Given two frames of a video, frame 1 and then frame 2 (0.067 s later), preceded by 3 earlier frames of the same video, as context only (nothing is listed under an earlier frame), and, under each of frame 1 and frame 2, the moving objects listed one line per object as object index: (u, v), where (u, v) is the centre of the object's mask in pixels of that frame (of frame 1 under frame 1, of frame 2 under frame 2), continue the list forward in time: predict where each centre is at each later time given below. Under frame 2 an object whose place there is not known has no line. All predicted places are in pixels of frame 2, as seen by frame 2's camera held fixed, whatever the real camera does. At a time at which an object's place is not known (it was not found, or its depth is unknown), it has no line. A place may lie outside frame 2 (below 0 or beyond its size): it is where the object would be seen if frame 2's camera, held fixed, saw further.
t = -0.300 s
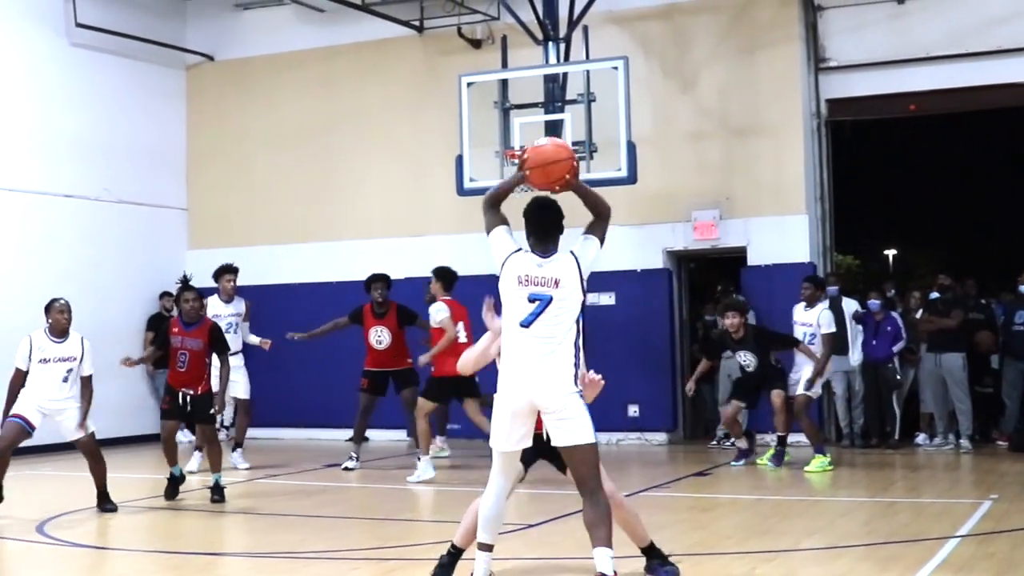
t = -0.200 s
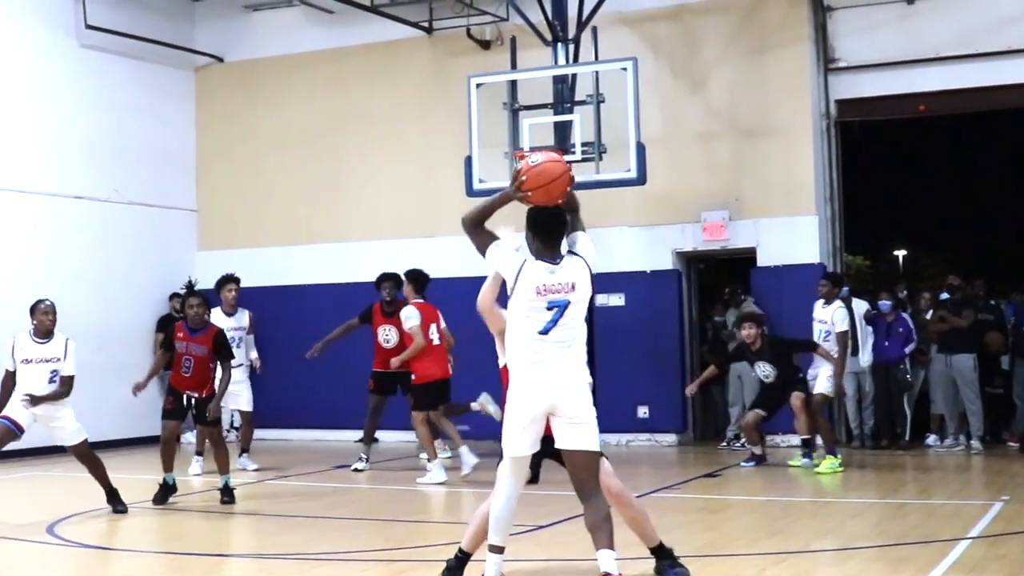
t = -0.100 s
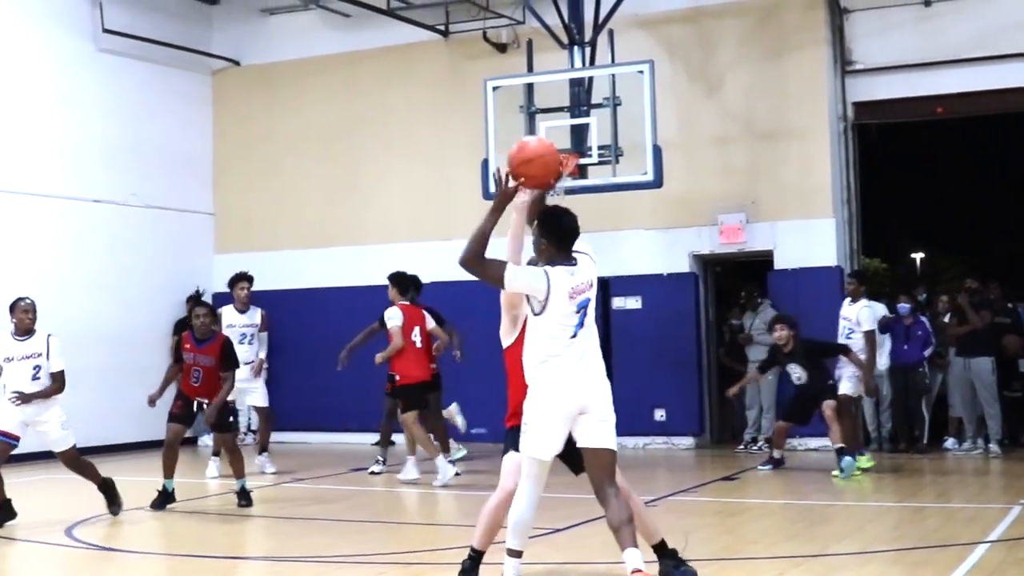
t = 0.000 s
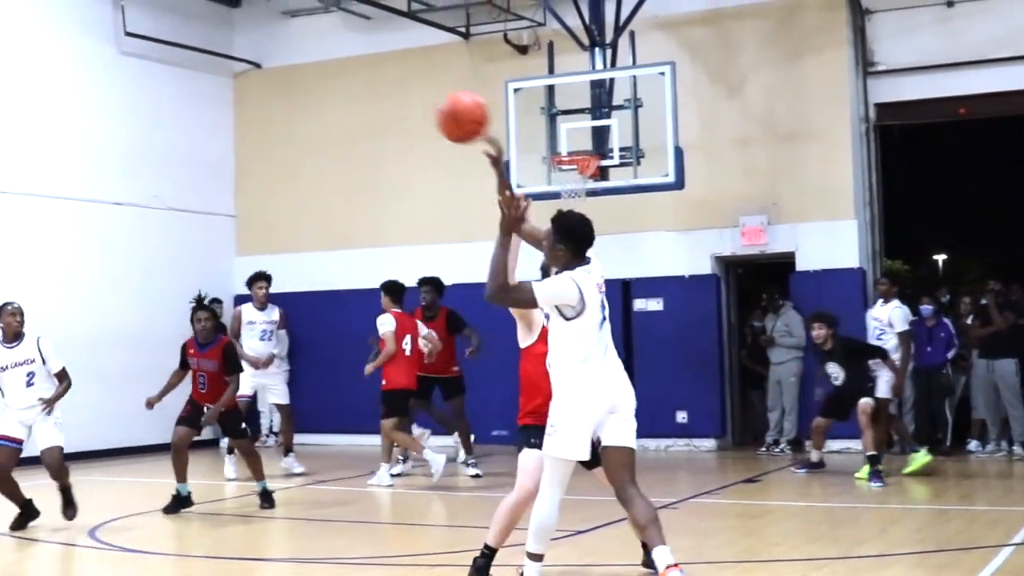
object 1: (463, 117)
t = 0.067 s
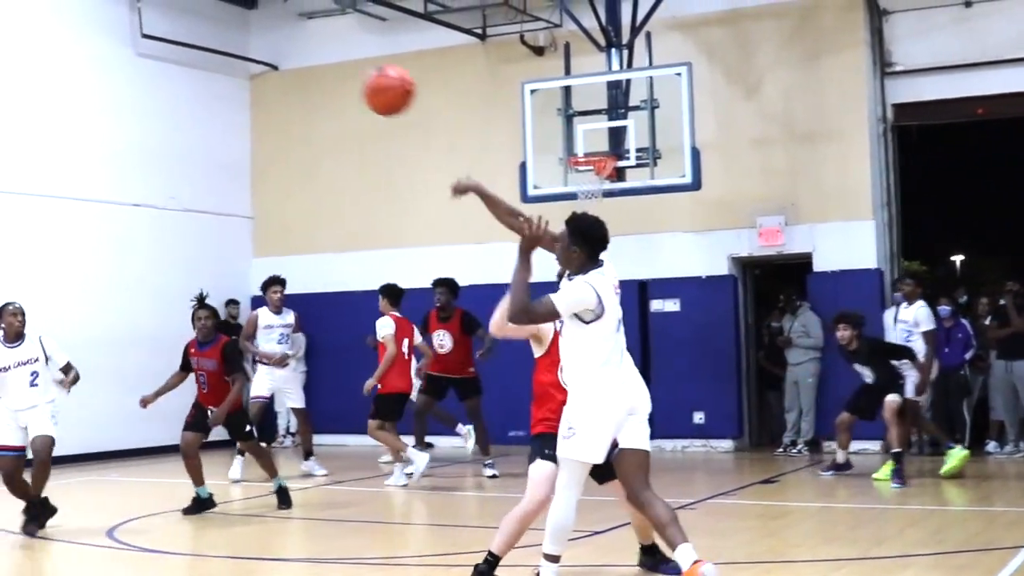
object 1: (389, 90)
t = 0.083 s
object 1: (365, 85)
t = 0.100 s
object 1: (342, 81)
